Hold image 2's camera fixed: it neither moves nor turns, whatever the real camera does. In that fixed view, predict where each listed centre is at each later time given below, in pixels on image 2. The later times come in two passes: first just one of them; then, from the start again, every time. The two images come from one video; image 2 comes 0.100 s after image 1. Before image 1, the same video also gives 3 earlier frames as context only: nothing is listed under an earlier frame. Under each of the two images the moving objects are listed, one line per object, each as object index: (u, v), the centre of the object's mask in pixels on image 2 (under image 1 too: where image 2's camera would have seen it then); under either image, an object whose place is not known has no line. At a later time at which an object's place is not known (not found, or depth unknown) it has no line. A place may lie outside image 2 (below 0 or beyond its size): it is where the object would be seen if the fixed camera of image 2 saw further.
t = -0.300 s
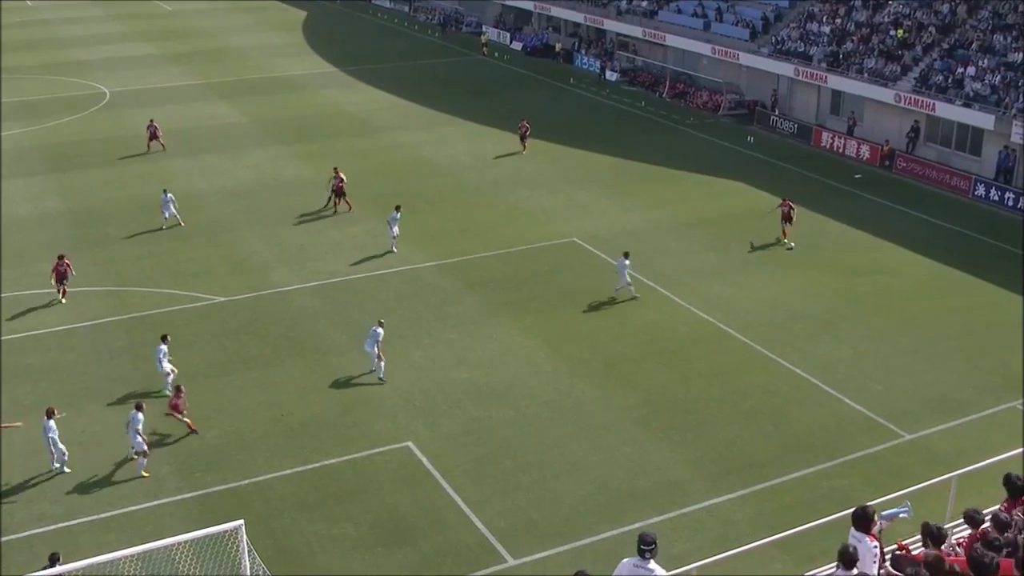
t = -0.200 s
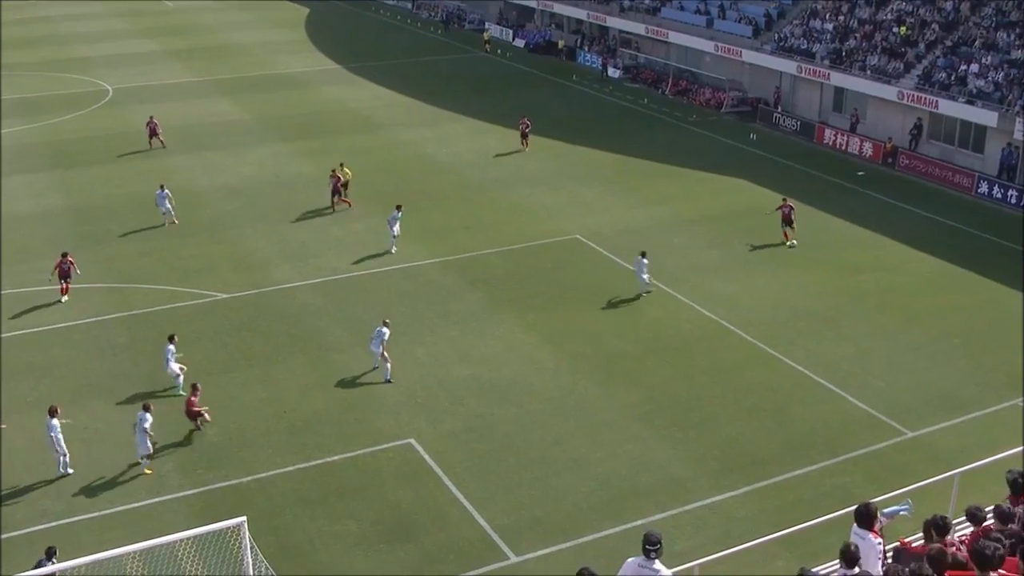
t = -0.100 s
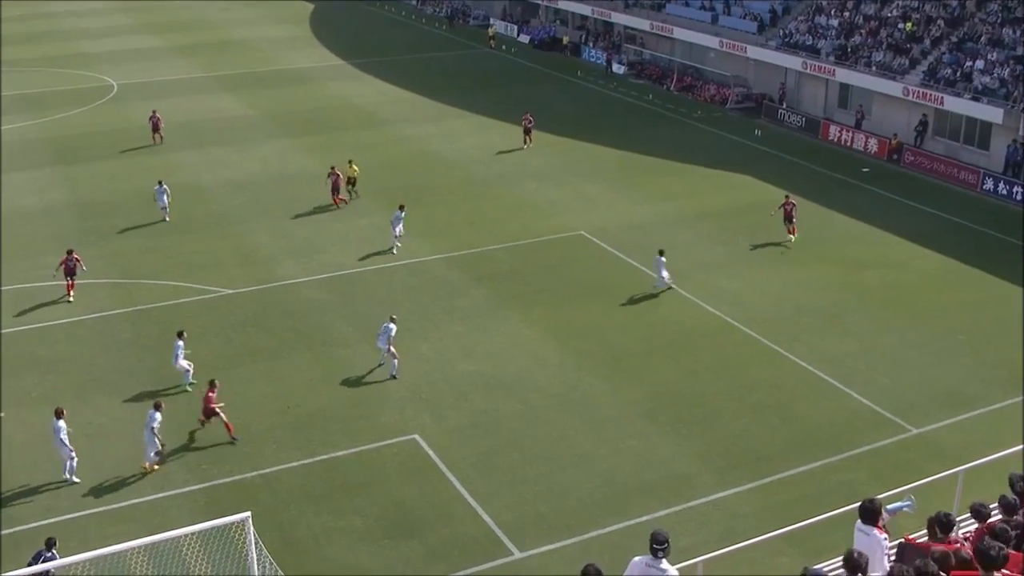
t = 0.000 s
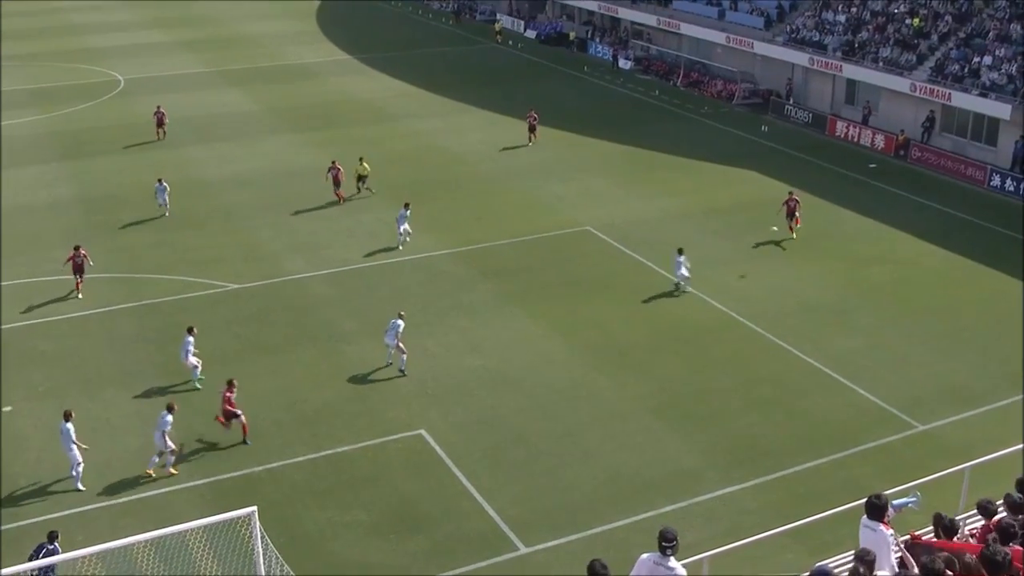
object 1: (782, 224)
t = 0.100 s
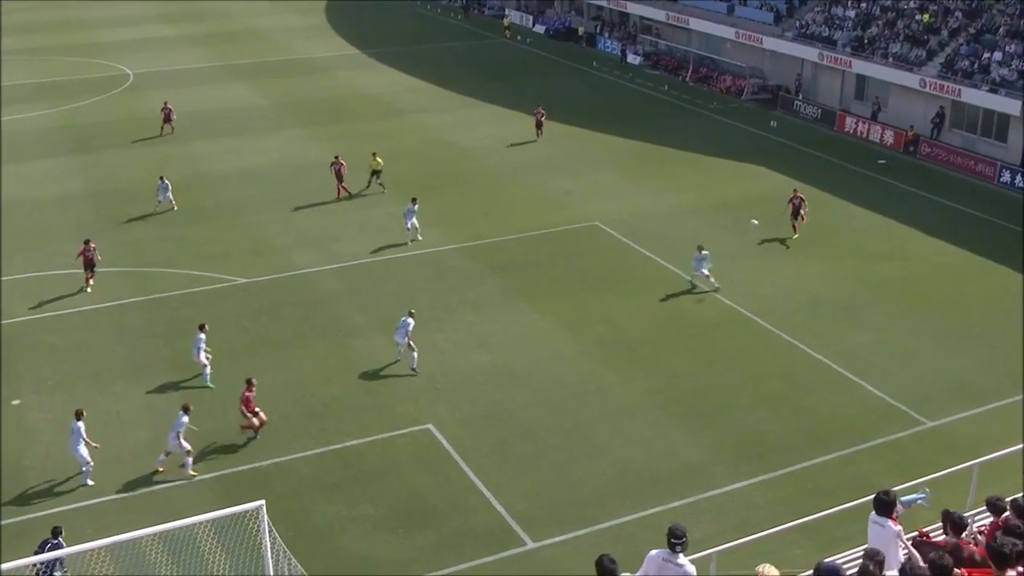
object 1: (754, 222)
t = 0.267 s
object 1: (698, 222)
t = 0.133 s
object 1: (744, 222)
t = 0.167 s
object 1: (733, 221)
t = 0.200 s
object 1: (722, 221)
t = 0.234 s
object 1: (710, 222)
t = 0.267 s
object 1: (698, 222)
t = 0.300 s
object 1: (685, 224)
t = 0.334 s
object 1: (672, 224)
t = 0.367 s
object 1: (657, 225)
